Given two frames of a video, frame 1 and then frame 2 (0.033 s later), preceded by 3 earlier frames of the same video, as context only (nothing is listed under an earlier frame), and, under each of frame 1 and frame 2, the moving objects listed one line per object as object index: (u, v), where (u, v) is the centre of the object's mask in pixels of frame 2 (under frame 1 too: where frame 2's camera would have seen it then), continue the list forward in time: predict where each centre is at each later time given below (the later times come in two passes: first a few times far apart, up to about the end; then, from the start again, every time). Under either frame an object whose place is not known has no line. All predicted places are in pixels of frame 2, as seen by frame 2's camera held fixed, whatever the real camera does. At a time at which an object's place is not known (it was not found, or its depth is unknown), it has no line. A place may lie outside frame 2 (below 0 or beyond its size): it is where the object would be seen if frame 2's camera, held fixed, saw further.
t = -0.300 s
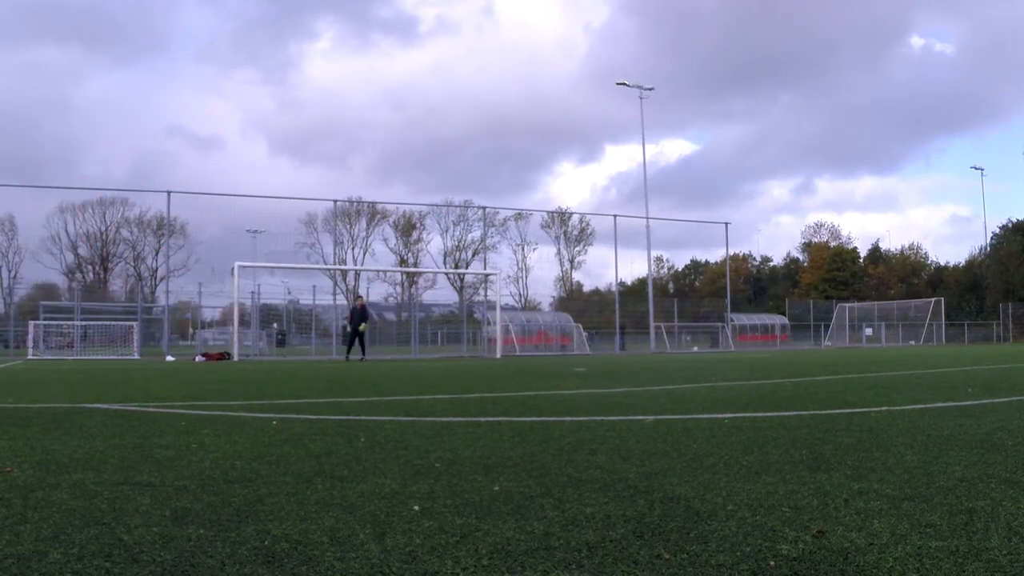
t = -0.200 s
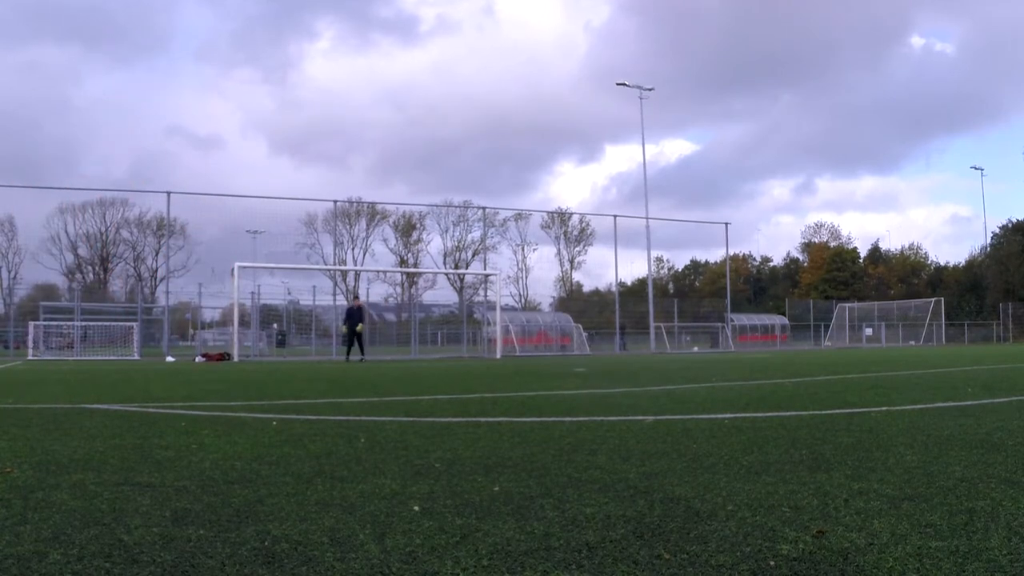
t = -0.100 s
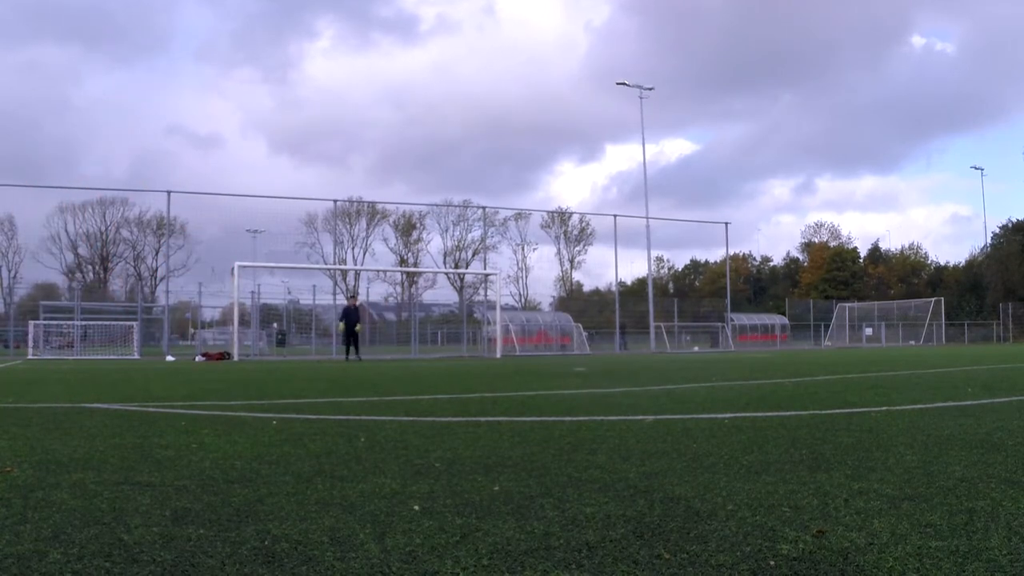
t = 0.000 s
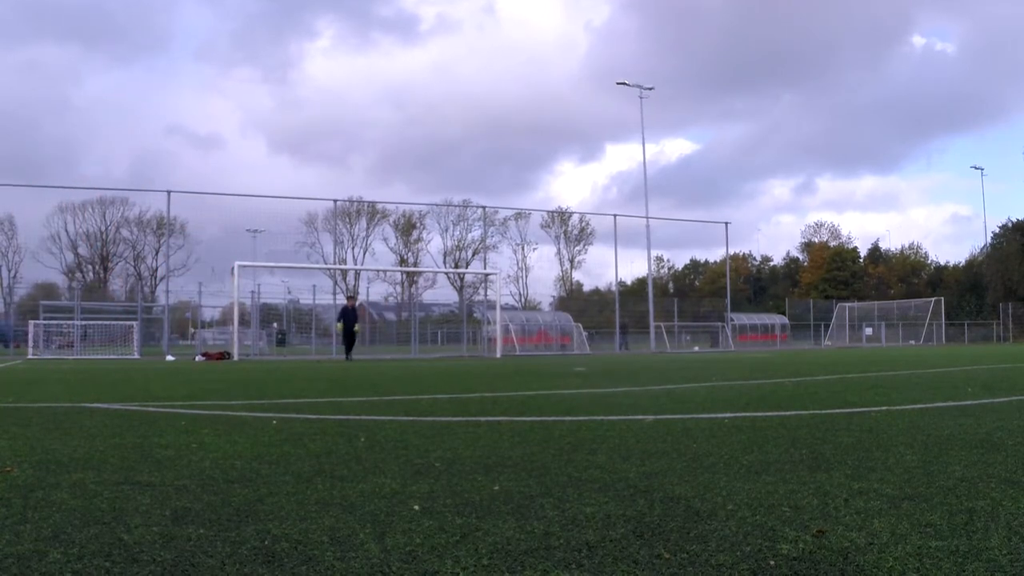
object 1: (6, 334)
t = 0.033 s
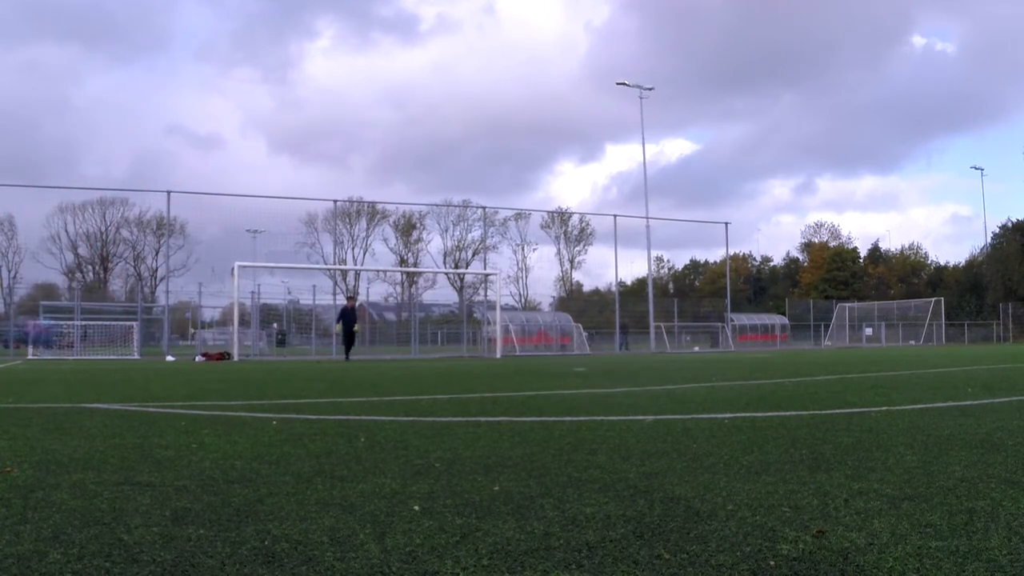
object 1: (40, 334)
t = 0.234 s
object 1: (219, 367)
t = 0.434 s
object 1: (273, 385)
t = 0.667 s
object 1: (336, 382)
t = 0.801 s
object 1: (365, 385)
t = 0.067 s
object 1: (73, 338)
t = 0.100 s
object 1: (116, 353)
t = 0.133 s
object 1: (156, 370)
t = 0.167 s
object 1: (193, 387)
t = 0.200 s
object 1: (210, 381)
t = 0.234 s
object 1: (219, 367)
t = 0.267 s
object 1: (229, 359)
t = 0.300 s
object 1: (237, 355)
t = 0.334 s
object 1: (246, 357)
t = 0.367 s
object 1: (254, 361)
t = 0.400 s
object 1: (263, 371)
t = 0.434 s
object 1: (273, 385)
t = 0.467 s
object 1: (281, 383)
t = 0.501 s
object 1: (291, 374)
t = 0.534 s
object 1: (299, 371)
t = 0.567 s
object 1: (308, 372)
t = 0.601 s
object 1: (318, 376)
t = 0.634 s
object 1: (328, 385)
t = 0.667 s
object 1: (336, 382)
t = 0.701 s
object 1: (343, 378)
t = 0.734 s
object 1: (351, 378)
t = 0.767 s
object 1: (357, 381)
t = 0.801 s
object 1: (365, 385)
